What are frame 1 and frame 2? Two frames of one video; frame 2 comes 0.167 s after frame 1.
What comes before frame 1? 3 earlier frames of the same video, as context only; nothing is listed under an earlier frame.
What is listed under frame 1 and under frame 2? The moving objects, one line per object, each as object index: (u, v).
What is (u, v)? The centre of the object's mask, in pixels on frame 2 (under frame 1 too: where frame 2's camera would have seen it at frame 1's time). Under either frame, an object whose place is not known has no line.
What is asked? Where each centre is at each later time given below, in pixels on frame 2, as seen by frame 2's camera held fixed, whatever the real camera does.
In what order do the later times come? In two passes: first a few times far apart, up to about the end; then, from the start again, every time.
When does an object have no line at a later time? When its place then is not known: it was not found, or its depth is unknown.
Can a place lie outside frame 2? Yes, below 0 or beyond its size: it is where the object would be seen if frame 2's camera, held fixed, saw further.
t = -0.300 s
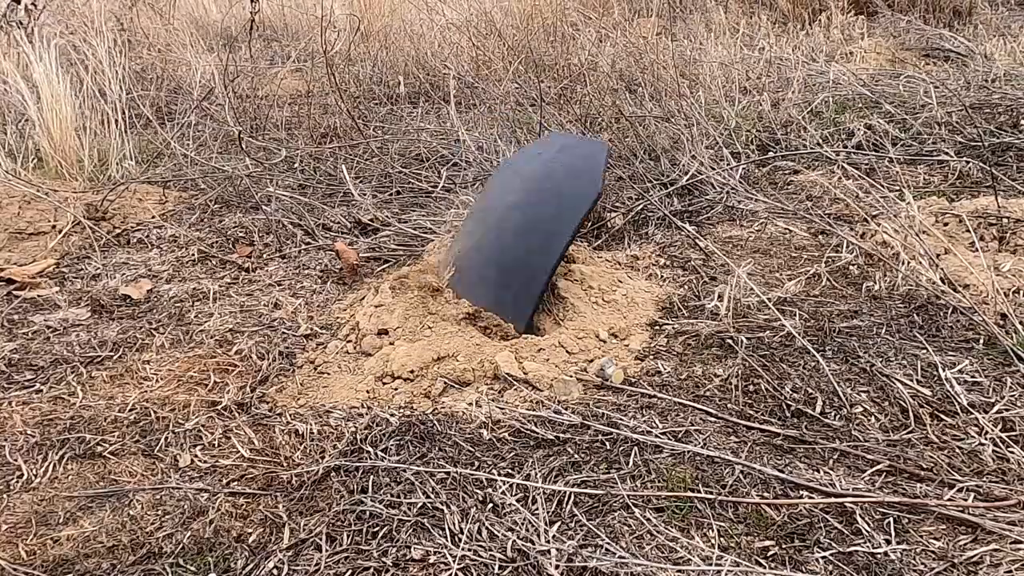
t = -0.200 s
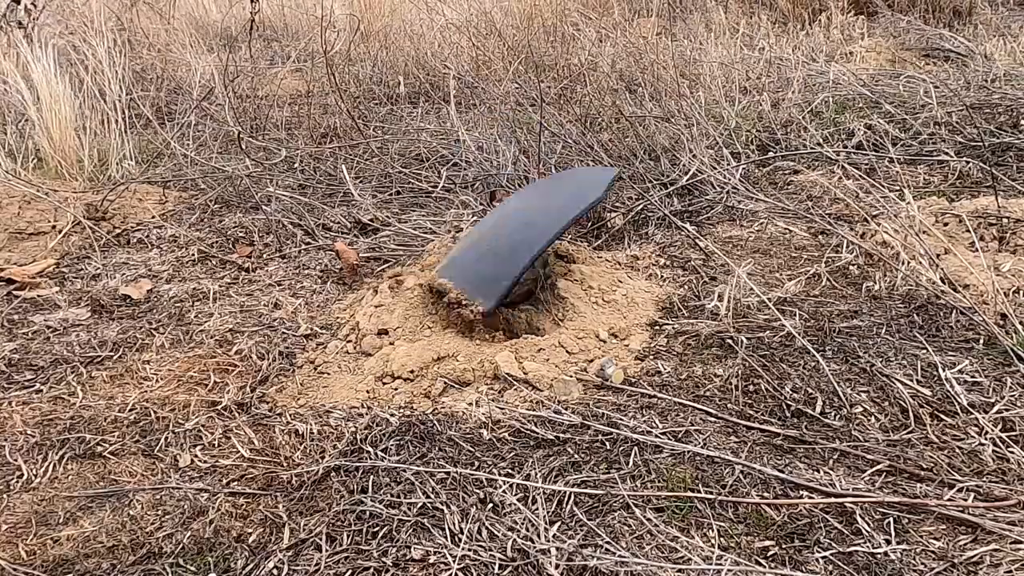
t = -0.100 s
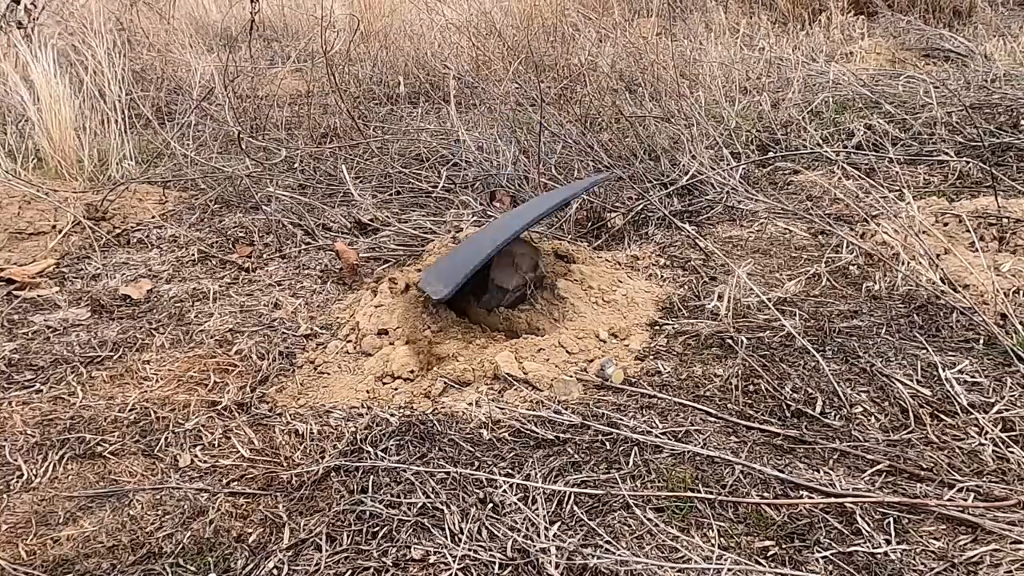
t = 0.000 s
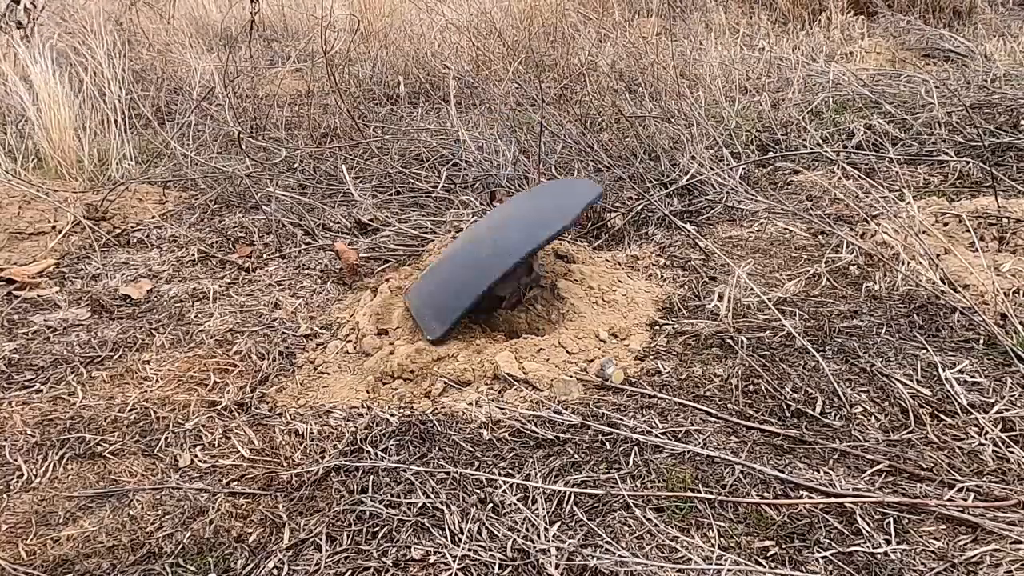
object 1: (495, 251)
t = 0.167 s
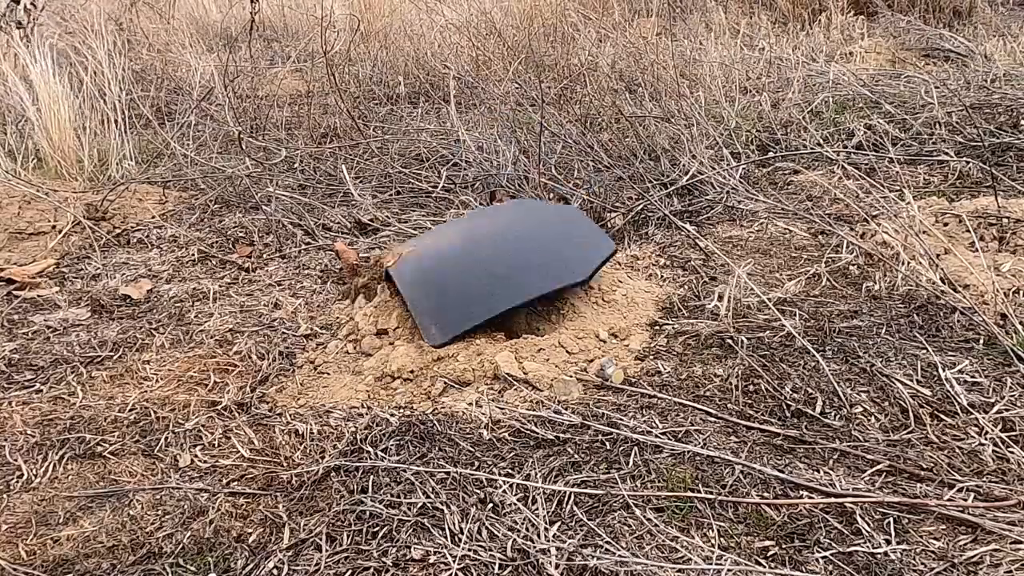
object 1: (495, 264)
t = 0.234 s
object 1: (492, 265)
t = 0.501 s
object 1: (496, 275)
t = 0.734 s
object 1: (496, 276)
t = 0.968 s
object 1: (496, 276)
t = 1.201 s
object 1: (496, 276)
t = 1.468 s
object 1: (496, 276)
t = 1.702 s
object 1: (496, 276)
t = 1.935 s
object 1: (496, 276)
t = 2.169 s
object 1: (496, 276)
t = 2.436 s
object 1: (496, 276)
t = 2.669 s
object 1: (496, 276)
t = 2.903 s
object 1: (496, 276)
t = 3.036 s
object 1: (496, 276)
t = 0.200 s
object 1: (493, 267)
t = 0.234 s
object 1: (492, 265)
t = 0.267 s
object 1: (492, 267)
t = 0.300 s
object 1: (493, 271)
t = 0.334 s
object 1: (496, 273)
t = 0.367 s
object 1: (497, 273)
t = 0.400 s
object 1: (497, 274)
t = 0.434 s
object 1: (496, 274)
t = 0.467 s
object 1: (496, 275)
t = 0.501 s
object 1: (496, 275)
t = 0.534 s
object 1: (496, 275)
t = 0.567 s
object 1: (496, 275)
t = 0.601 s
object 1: (496, 276)
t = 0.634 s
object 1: (496, 276)
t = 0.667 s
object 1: (496, 276)
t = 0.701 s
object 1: (496, 276)
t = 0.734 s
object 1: (496, 276)
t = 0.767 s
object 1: (496, 276)
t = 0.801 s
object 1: (496, 276)
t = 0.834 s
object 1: (496, 276)
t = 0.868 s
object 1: (496, 276)
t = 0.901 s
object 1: (496, 276)
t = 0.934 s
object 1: (496, 276)
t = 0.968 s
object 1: (496, 276)
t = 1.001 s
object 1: (496, 276)
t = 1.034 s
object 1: (496, 276)
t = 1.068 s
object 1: (496, 276)
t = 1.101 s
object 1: (496, 276)
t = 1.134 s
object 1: (496, 276)
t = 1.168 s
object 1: (496, 276)
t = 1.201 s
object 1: (496, 276)
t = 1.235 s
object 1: (496, 276)
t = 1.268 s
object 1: (496, 276)
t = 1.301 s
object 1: (496, 276)
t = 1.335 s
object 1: (496, 276)
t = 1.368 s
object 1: (496, 276)
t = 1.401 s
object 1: (496, 276)
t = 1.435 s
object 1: (496, 276)
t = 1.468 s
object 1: (496, 276)
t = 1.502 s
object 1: (496, 276)
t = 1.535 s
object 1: (496, 276)
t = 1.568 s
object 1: (496, 276)
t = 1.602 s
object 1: (496, 276)
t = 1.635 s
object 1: (496, 276)
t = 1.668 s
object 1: (496, 276)
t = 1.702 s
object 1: (496, 276)
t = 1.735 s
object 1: (496, 276)
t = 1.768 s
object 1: (496, 276)
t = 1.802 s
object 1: (496, 276)
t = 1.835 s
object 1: (496, 276)
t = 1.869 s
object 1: (496, 276)
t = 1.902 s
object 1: (496, 276)
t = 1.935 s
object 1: (496, 276)
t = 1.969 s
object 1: (496, 276)
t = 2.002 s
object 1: (496, 276)
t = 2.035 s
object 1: (496, 276)
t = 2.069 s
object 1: (496, 276)
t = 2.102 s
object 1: (496, 276)
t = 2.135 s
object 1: (496, 276)
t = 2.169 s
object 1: (496, 276)
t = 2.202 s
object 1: (496, 276)
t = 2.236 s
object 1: (496, 276)
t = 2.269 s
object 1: (496, 276)
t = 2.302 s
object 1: (496, 276)
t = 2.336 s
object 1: (496, 276)
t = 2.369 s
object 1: (496, 276)
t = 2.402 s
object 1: (496, 276)
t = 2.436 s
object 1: (496, 276)
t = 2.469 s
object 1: (496, 276)
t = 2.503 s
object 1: (496, 276)
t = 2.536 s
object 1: (496, 276)
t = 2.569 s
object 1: (496, 276)
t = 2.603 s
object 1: (496, 276)
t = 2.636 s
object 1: (496, 276)
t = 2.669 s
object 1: (496, 276)
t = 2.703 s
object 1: (496, 276)
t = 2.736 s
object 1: (496, 276)
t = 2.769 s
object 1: (496, 276)
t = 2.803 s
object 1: (496, 276)
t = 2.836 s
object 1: (496, 276)
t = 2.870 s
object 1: (496, 276)
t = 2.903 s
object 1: (496, 276)
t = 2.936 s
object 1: (496, 276)
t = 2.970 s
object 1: (496, 276)
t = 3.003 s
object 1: (496, 276)
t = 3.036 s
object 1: (496, 276)
